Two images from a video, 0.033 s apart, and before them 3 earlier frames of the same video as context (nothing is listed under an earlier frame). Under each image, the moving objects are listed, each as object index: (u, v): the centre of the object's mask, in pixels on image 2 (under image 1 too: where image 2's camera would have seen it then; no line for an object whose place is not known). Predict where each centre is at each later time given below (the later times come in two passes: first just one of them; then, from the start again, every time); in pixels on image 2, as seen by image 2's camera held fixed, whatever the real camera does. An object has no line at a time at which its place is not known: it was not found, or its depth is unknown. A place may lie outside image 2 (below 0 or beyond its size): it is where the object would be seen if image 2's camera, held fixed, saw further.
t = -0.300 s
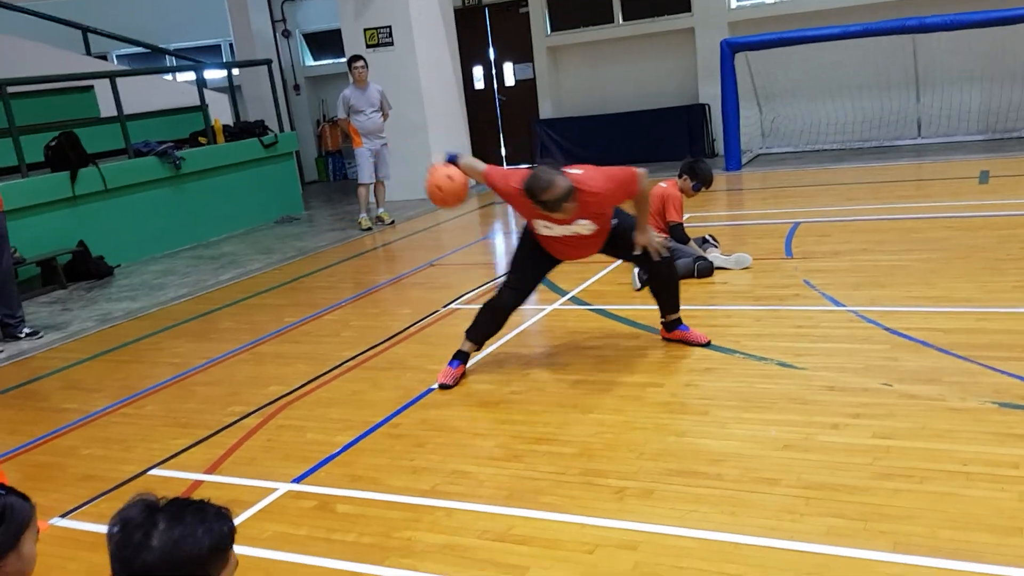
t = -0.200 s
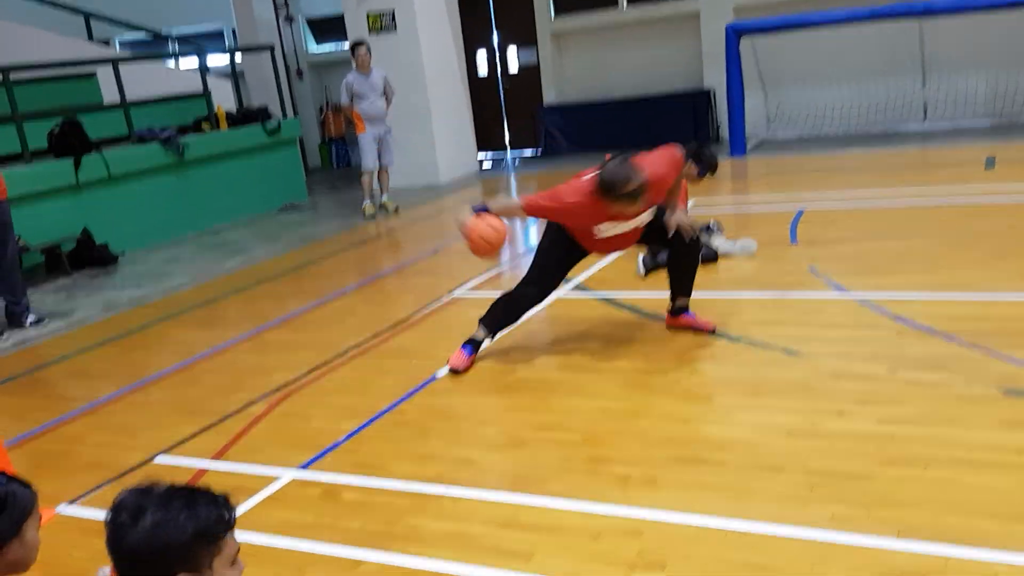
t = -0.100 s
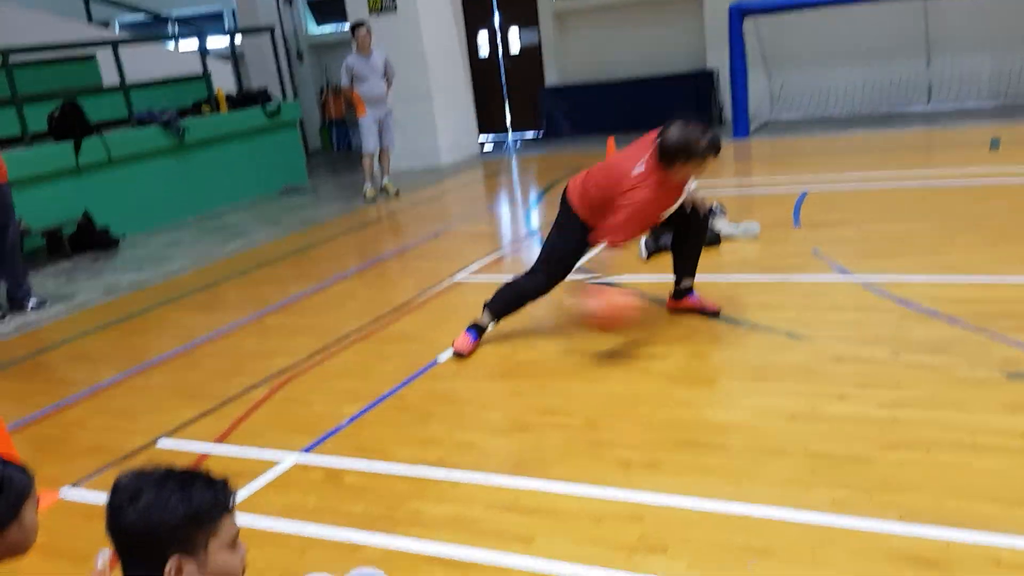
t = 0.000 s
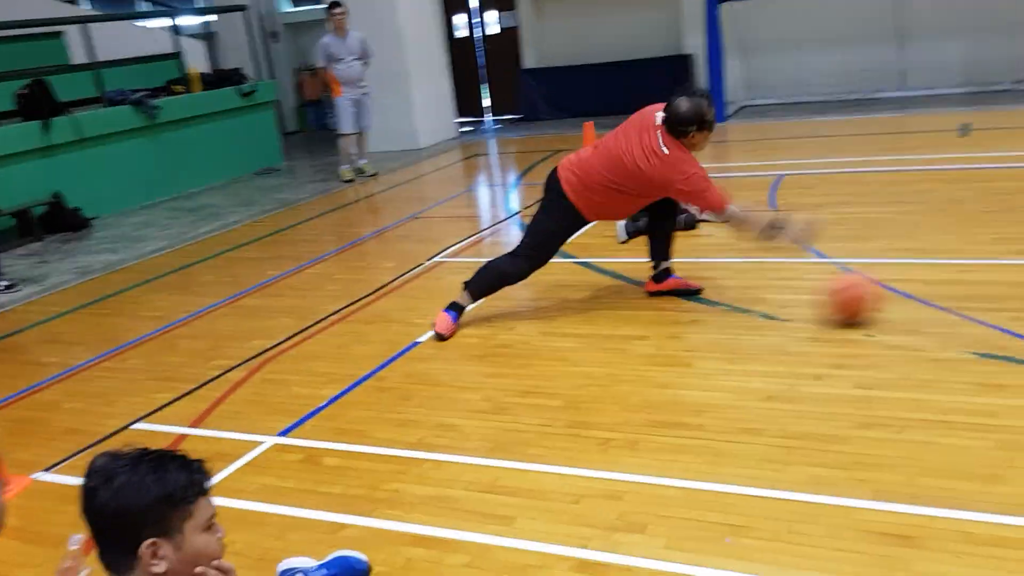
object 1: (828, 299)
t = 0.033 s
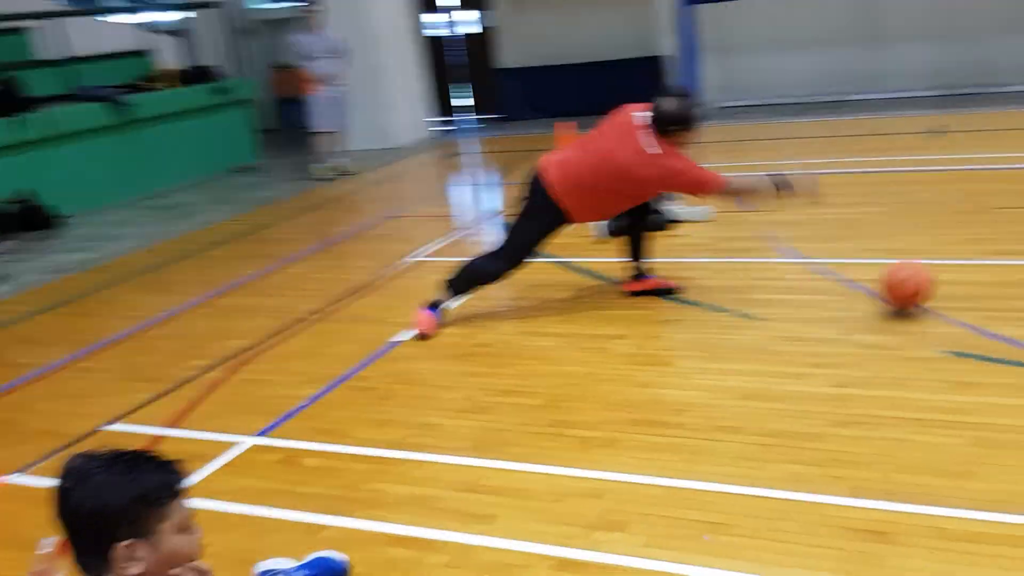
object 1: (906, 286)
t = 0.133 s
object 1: (1132, 267)
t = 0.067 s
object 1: (984, 276)
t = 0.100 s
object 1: (1064, 270)
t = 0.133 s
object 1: (1132, 267)
